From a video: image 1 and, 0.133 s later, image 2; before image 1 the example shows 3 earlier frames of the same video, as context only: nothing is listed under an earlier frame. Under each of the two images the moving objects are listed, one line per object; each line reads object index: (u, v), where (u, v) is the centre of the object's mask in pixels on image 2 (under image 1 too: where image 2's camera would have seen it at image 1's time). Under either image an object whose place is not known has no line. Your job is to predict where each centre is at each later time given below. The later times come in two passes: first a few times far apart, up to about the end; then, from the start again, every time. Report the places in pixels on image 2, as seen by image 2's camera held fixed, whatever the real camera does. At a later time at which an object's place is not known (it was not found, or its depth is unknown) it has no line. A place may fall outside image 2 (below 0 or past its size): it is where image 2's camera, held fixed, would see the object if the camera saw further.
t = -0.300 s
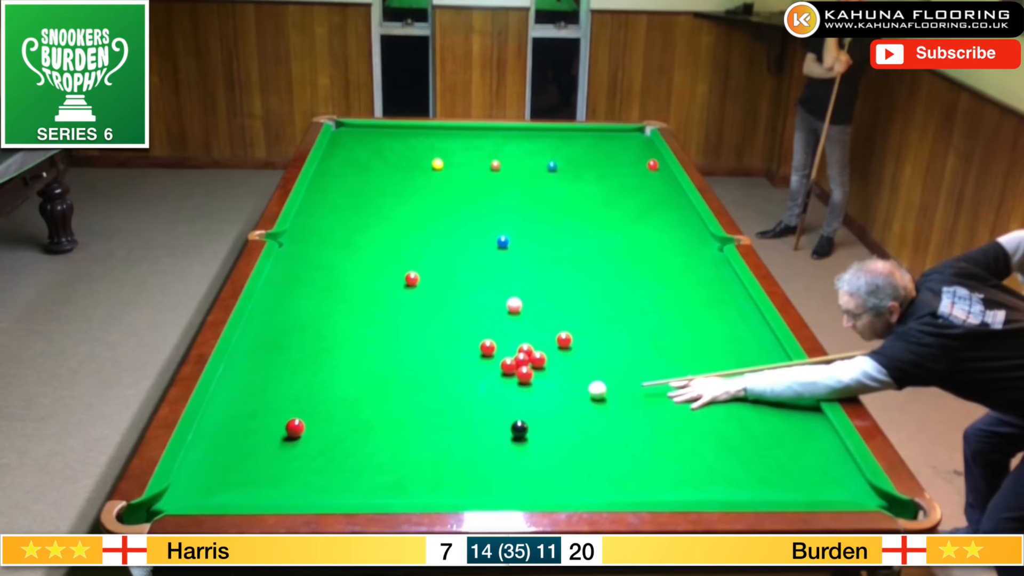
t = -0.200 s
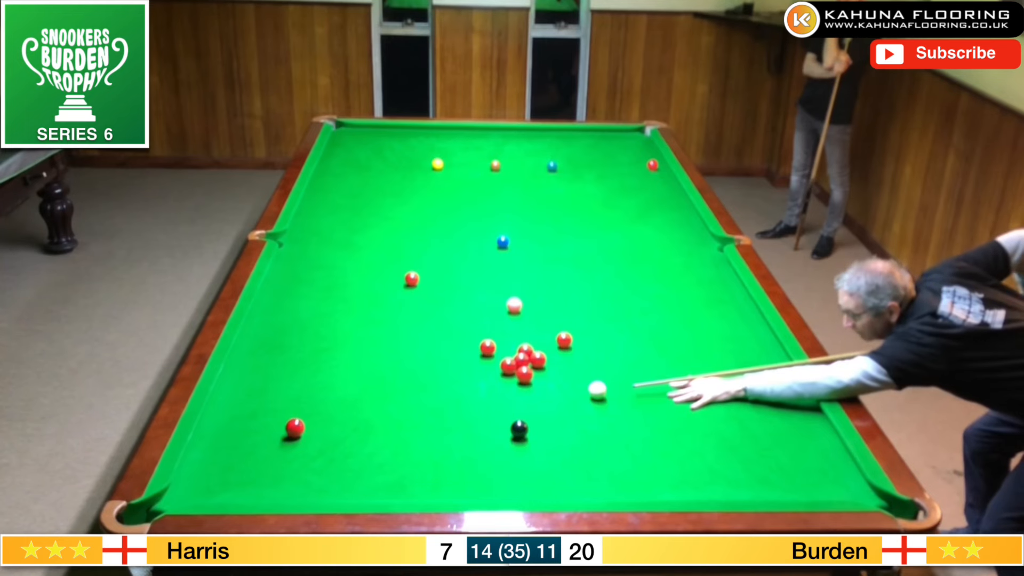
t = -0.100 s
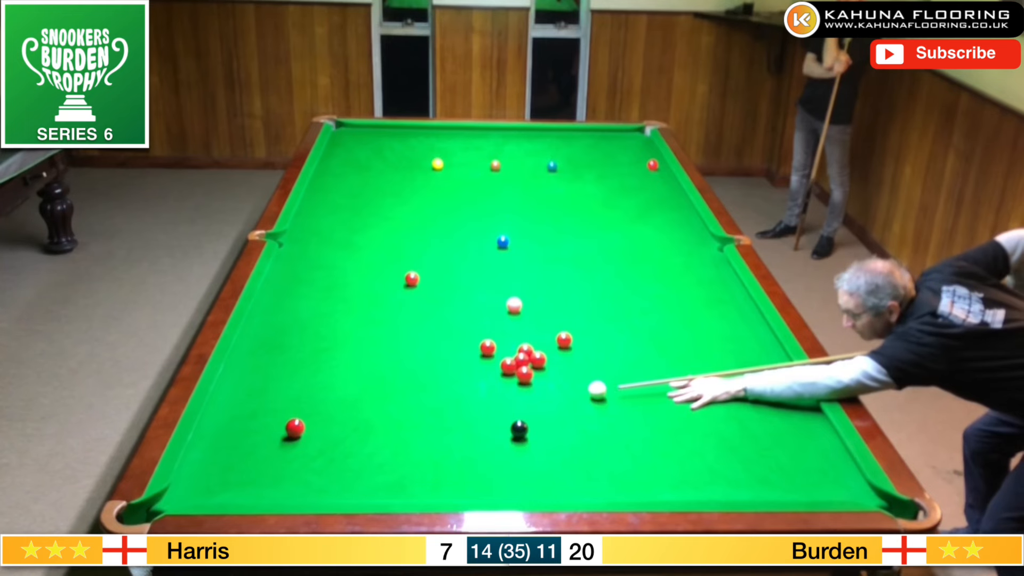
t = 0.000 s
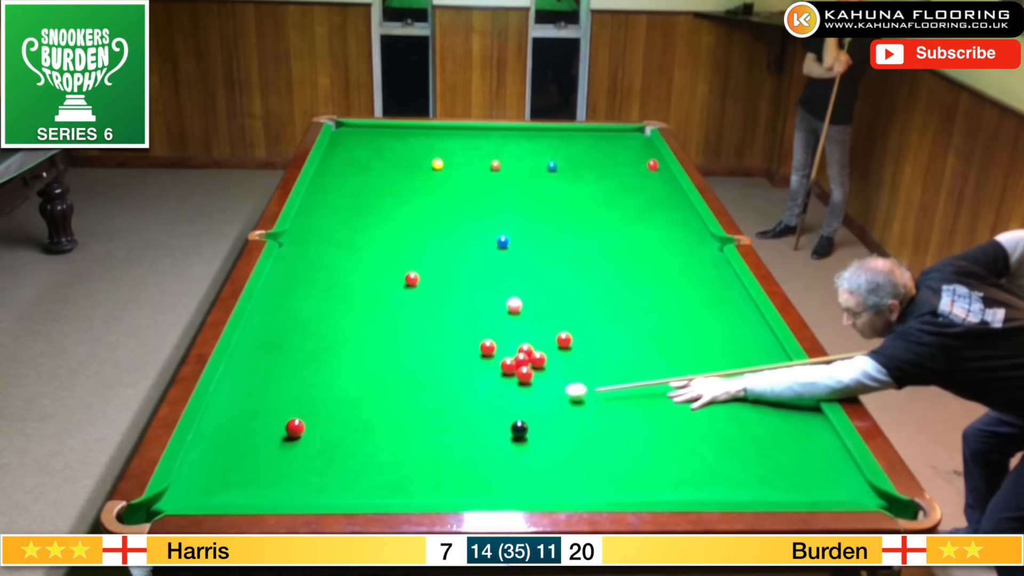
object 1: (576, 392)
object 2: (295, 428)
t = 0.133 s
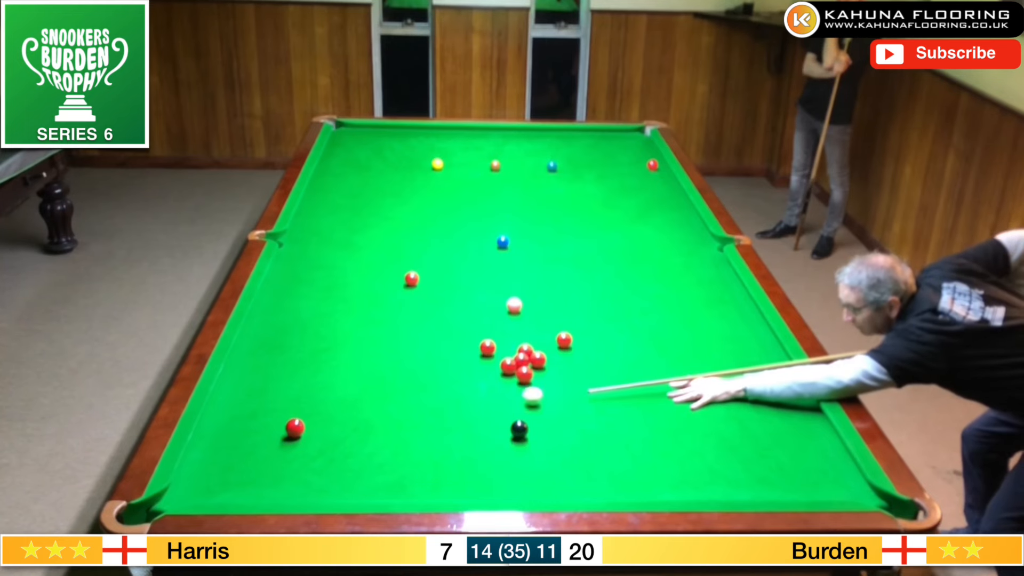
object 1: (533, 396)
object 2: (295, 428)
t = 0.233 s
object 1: (502, 400)
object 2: (295, 428)
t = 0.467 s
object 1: (431, 407)
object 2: (295, 428)
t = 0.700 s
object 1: (360, 414)
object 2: (295, 428)
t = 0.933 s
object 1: (298, 416)
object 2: (286, 433)
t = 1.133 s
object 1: (264, 410)
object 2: (264, 445)
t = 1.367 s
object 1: (227, 403)
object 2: (238, 458)
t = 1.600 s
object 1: (238, 397)
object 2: (214, 471)
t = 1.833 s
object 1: (261, 393)
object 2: (191, 483)
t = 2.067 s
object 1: (280, 389)
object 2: (176, 494)
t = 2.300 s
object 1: (298, 386)
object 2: (173, 500)
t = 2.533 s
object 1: (312, 383)
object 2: (165, 507)
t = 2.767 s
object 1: (324, 381)
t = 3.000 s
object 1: (334, 379)
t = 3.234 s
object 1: (342, 377)
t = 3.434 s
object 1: (347, 377)
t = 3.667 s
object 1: (350, 377)
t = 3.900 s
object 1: (352, 377)
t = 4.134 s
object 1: (351, 377)
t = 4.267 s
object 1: (351, 377)
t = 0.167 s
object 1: (523, 397)
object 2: (295, 428)
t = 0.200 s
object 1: (512, 399)
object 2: (295, 428)
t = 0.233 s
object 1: (502, 400)
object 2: (295, 428)
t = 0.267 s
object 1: (492, 401)
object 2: (295, 428)
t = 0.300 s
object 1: (482, 401)
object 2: (295, 428)
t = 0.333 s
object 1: (472, 402)
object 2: (295, 428)
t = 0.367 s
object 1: (462, 404)
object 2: (295, 428)
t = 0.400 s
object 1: (451, 405)
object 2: (295, 428)
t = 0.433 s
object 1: (441, 406)
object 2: (295, 428)
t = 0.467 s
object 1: (431, 407)
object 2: (295, 428)
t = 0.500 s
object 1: (421, 408)
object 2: (295, 428)
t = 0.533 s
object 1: (411, 409)
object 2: (295, 428)
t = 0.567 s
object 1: (401, 410)
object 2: (295, 428)
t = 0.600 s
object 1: (390, 411)
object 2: (295, 428)
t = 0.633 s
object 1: (380, 412)
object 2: (295, 428)
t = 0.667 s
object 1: (370, 413)
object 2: (295, 428)
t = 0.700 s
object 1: (360, 414)
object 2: (295, 428)
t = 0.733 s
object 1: (350, 415)
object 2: (295, 428)
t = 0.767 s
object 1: (340, 416)
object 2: (295, 428)
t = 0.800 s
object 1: (330, 417)
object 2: (295, 428)
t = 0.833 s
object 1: (319, 419)
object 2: (295, 428)
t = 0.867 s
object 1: (310, 419)
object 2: (295, 428)
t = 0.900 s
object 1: (305, 418)
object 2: (291, 431)
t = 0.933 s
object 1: (298, 416)
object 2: (286, 433)
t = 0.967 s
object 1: (293, 415)
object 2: (283, 435)
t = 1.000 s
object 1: (287, 415)
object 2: (279, 437)
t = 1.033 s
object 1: (281, 413)
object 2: (275, 439)
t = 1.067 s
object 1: (275, 412)
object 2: (271, 441)
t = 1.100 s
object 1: (270, 411)
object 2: (267, 443)
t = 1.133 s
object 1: (264, 410)
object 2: (264, 445)
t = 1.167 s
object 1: (258, 409)
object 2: (260, 447)
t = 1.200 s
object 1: (253, 408)
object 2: (256, 449)
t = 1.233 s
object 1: (247, 407)
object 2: (253, 451)
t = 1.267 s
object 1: (242, 406)
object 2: (249, 453)
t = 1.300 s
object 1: (237, 405)
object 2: (246, 455)
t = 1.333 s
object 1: (232, 404)
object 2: (242, 456)
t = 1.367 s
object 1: (227, 403)
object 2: (238, 458)
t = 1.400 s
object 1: (221, 402)
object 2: (235, 460)
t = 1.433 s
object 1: (220, 401)
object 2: (231, 462)
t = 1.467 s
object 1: (224, 400)
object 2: (228, 464)
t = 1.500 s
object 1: (228, 400)
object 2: (224, 466)
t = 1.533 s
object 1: (231, 399)
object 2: (221, 467)
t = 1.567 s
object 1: (235, 398)
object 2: (218, 469)
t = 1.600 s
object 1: (238, 397)
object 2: (214, 471)
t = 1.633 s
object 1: (242, 397)
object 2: (211, 473)
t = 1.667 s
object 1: (245, 396)
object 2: (208, 474)
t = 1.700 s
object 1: (248, 395)
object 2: (204, 476)
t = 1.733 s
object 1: (251, 395)
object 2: (201, 478)
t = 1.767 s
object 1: (254, 394)
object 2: (198, 479)
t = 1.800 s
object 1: (258, 394)
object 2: (194, 481)
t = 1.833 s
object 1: (261, 393)
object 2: (191, 483)
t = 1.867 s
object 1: (264, 392)
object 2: (188, 484)
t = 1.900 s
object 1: (266, 392)
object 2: (185, 486)
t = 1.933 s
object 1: (269, 391)
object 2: (182, 487)
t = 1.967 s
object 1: (272, 391)
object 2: (179, 489)
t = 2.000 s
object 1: (275, 390)
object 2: (177, 491)
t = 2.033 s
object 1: (278, 390)
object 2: (176, 493)
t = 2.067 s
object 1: (280, 389)
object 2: (176, 494)
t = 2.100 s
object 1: (283, 388)
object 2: (175, 495)
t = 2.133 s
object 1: (285, 388)
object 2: (175, 496)
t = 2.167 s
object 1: (288, 387)
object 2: (174, 497)
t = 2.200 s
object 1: (290, 387)
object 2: (174, 498)
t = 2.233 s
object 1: (293, 386)
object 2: (174, 499)
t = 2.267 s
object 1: (295, 386)
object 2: (174, 500)
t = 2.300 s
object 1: (298, 386)
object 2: (173, 500)
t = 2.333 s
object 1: (300, 385)
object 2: (173, 501)
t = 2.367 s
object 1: (302, 385)
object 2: (172, 502)
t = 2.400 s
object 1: (304, 384)
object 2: (172, 503)
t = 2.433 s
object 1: (306, 384)
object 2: (171, 503)
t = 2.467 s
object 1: (308, 384)
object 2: (170, 505)
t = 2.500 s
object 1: (310, 383)
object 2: (168, 506)
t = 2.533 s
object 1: (312, 383)
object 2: (165, 507)
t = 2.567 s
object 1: (314, 383)
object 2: (161, 511)
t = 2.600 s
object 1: (316, 382)
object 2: (156, 515)
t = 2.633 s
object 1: (318, 382)
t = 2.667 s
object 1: (320, 381)
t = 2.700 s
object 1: (321, 381)
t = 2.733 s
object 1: (323, 381)
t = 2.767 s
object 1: (324, 381)
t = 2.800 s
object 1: (326, 380)
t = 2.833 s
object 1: (327, 380)
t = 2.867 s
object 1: (329, 380)
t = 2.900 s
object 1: (330, 379)
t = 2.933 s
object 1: (332, 379)
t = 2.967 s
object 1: (333, 379)
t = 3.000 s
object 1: (334, 379)
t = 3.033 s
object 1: (336, 379)
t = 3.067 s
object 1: (337, 378)
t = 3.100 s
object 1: (338, 378)
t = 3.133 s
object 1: (339, 378)
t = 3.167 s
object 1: (340, 378)
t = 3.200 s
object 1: (341, 378)
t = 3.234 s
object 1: (342, 377)
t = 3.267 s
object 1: (343, 377)
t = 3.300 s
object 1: (344, 377)
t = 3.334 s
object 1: (345, 377)
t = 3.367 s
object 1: (346, 377)
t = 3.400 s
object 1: (346, 377)
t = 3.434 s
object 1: (347, 377)
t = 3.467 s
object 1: (348, 377)
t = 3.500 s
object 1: (348, 377)
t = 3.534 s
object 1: (349, 377)
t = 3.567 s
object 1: (349, 377)
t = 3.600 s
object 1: (350, 377)
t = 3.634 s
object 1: (350, 377)
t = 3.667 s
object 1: (350, 377)
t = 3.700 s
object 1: (351, 377)
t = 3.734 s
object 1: (351, 377)
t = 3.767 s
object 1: (351, 377)
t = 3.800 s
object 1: (351, 377)
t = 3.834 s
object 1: (351, 377)
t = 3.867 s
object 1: (351, 377)
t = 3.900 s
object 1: (352, 377)
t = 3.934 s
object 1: (352, 377)
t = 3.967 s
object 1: (352, 377)
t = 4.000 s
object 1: (351, 377)
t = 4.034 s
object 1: (351, 377)
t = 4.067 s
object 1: (351, 377)
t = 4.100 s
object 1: (351, 377)
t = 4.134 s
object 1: (351, 377)
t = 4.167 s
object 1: (351, 377)
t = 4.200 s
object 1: (351, 377)
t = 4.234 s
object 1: (351, 377)
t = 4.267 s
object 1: (351, 377)
